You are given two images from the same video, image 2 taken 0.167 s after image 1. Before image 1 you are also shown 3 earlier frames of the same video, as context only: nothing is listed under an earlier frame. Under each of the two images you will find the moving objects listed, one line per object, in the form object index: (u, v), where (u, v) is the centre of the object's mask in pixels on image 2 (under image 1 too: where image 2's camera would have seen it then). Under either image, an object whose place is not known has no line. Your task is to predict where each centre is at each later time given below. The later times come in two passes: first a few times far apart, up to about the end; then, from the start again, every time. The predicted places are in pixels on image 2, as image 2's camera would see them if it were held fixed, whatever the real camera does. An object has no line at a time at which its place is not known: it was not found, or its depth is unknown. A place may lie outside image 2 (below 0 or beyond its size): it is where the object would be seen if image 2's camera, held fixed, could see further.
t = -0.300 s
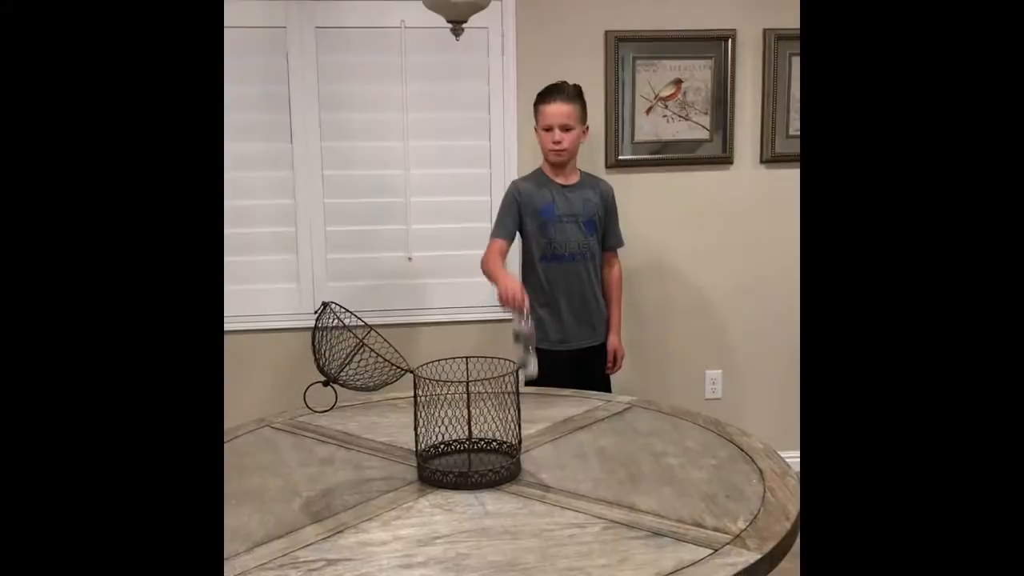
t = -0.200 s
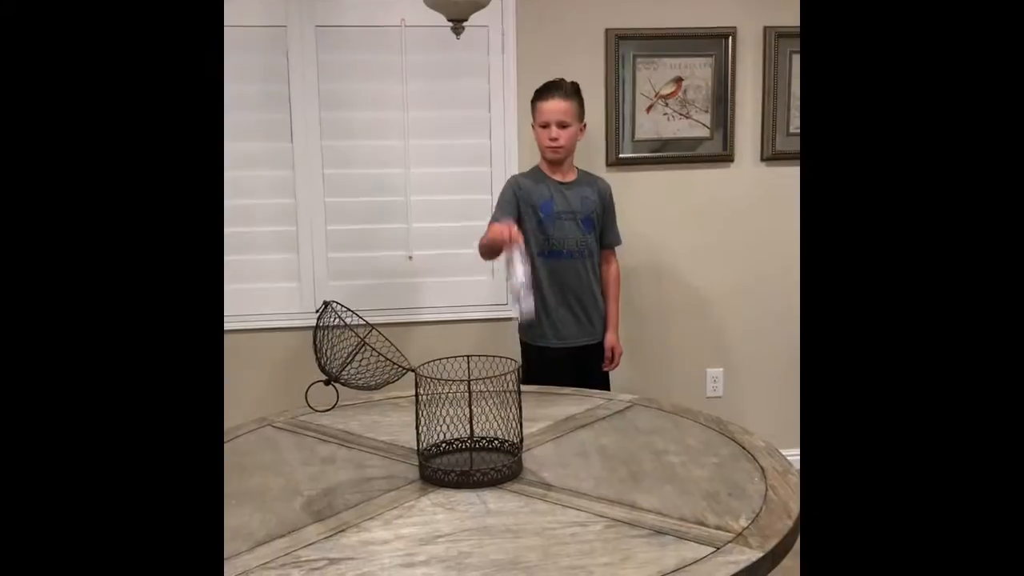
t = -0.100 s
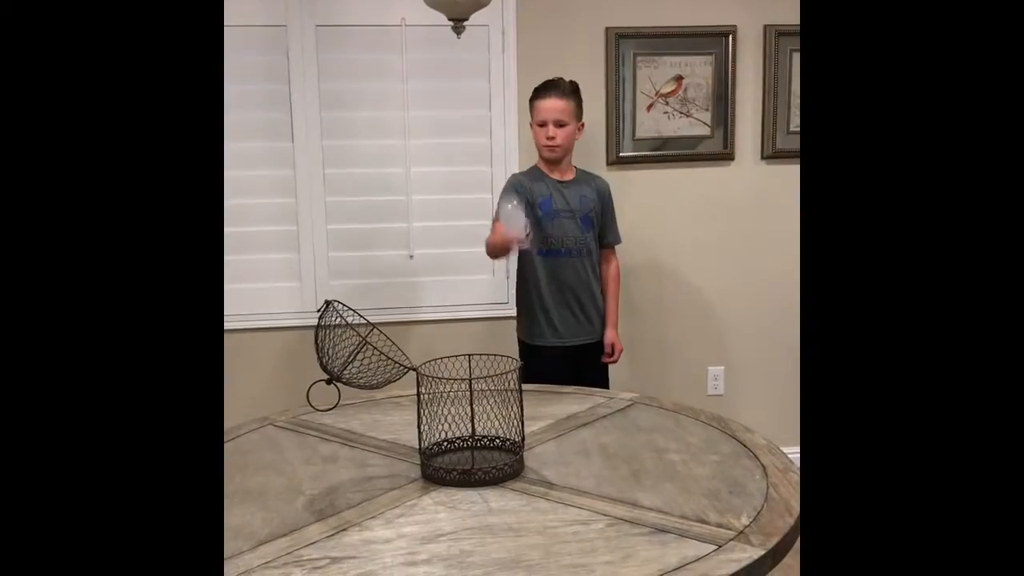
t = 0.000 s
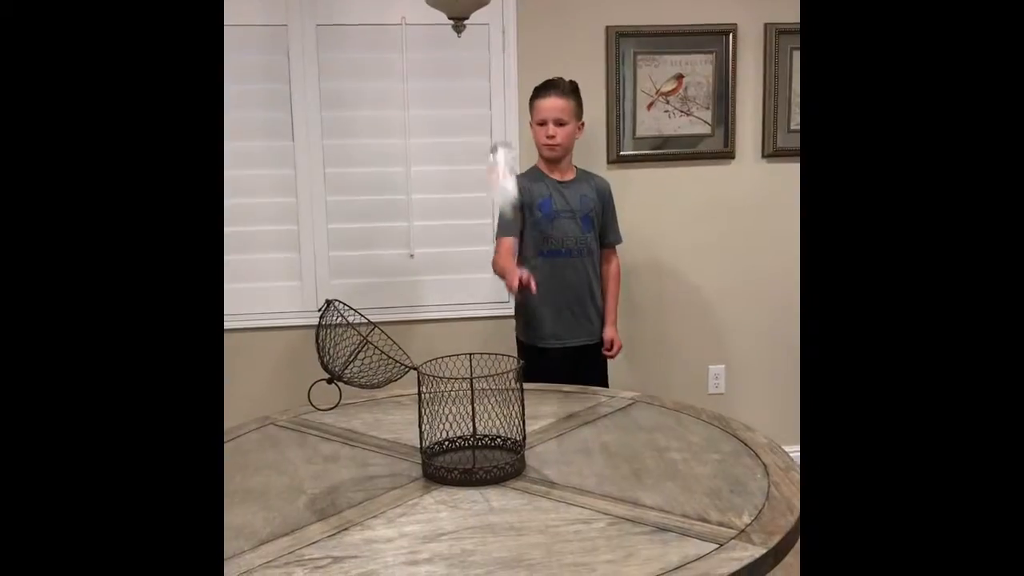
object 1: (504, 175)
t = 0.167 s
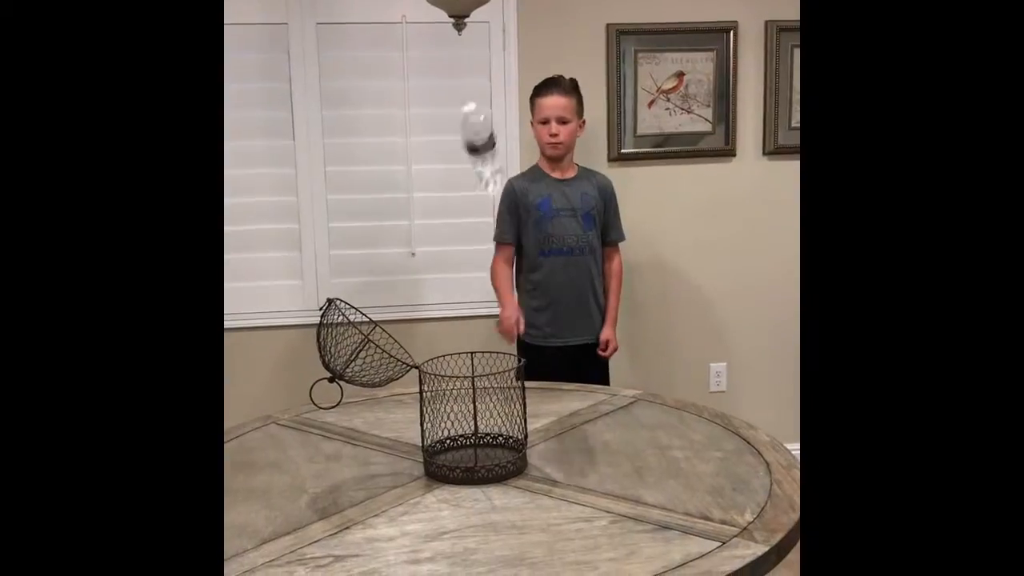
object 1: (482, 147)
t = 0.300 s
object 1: (469, 250)
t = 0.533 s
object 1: (434, 356)
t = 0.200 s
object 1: (479, 164)
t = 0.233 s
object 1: (475, 184)
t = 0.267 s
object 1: (471, 214)
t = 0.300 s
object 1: (469, 250)
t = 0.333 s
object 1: (467, 294)
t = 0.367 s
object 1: (461, 306)
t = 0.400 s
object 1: (454, 306)
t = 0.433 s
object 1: (448, 312)
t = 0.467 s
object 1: (446, 328)
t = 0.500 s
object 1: (441, 344)
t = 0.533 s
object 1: (434, 356)
